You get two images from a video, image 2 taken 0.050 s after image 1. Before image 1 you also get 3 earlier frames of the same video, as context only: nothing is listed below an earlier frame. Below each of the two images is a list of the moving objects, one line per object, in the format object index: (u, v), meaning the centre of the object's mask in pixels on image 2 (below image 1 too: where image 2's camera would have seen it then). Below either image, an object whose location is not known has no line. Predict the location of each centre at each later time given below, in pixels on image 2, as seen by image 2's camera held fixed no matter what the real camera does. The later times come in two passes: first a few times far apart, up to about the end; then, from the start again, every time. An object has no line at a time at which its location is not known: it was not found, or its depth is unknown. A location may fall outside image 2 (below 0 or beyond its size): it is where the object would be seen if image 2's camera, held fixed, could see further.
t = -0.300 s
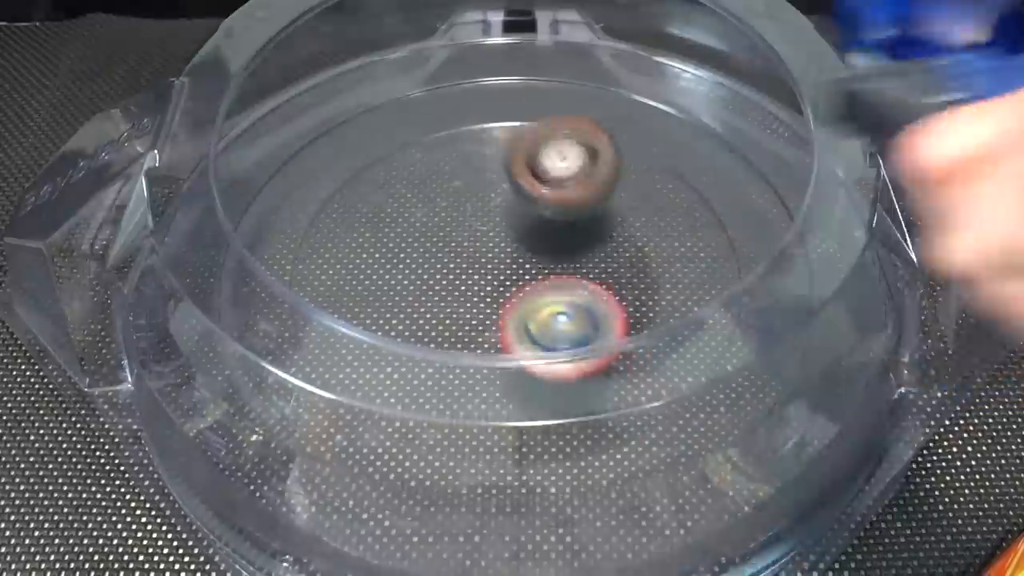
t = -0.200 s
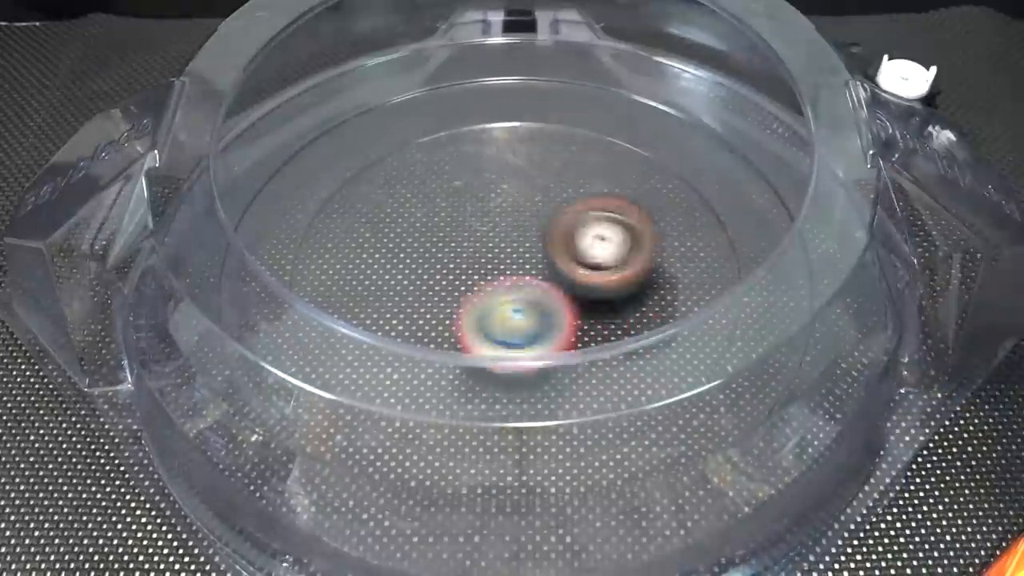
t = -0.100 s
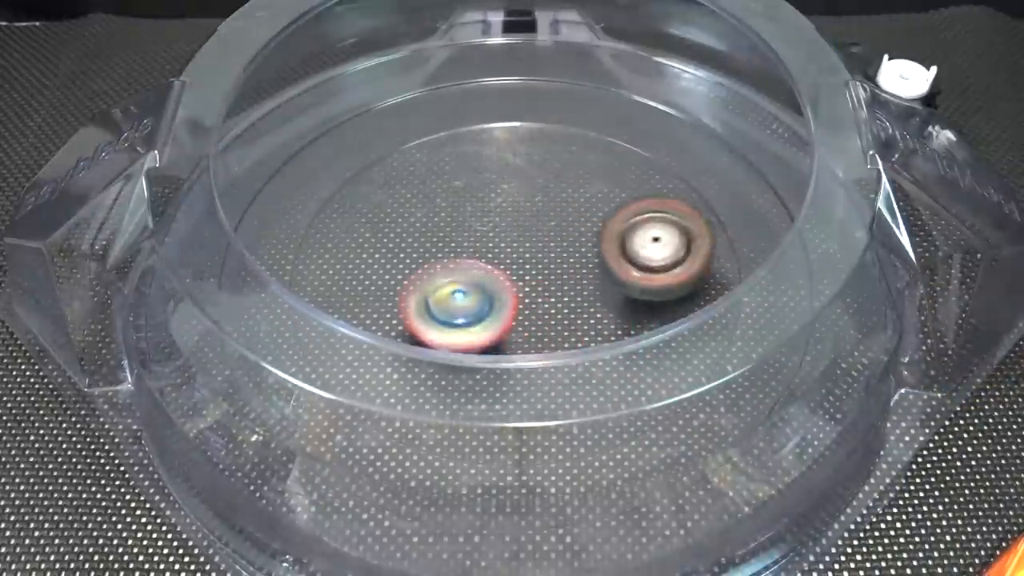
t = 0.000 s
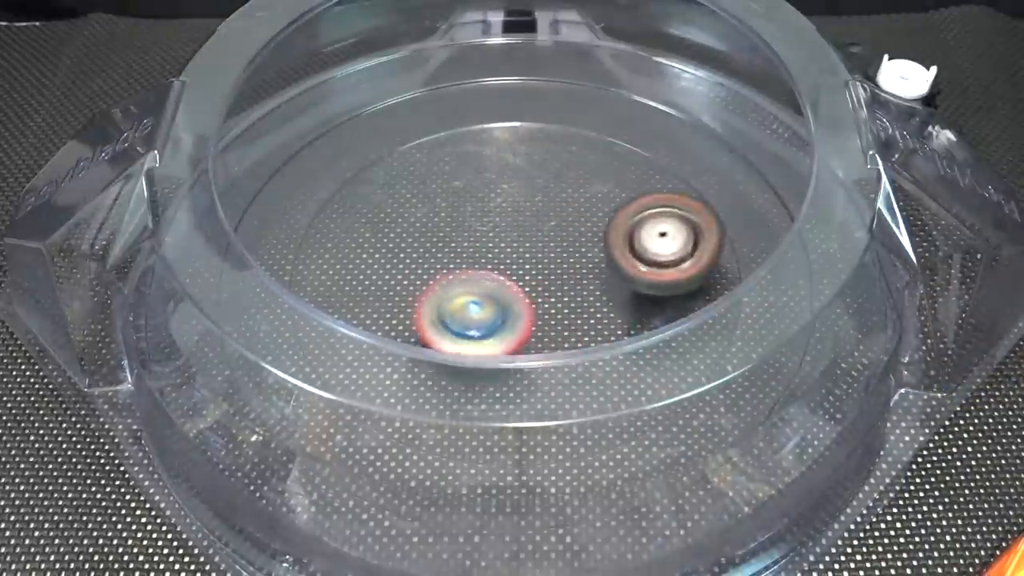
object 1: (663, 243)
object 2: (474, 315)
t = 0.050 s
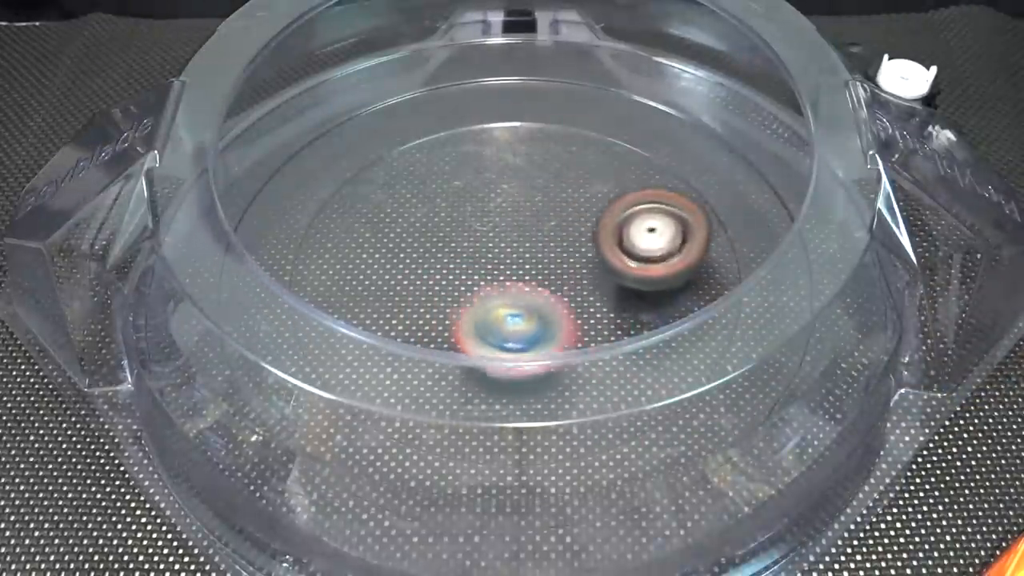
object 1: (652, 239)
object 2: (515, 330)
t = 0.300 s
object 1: (574, 100)
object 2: (607, 281)
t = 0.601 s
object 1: (468, 46)
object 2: (223, 214)
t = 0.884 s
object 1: (466, 108)
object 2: (257, 281)
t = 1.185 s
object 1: (512, 366)
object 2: (255, 323)
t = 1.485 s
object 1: (697, 330)
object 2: (451, 358)
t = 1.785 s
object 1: (682, 59)
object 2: (694, 148)
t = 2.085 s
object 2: (353, 246)
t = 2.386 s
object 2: (770, 337)
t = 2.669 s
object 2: (519, 94)
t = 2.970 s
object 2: (191, 321)
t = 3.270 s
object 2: (657, 360)
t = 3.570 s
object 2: (355, 61)
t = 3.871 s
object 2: (413, 278)
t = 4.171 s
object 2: (807, 266)
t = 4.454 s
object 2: (668, 172)
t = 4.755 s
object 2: (440, 346)
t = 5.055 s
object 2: (586, 478)
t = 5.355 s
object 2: (661, 430)
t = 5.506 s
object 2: (649, 458)
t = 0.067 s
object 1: (646, 237)
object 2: (532, 330)
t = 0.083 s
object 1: (641, 236)
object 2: (553, 328)
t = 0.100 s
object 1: (632, 234)
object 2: (573, 324)
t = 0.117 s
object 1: (628, 230)
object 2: (588, 320)
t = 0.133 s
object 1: (627, 215)
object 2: (595, 323)
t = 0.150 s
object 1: (627, 201)
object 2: (599, 325)
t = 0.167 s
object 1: (626, 185)
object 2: (604, 327)
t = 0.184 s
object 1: (622, 170)
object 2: (608, 326)
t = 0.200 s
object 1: (619, 157)
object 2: (611, 324)
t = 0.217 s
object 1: (614, 144)
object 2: (613, 320)
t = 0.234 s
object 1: (608, 133)
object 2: (615, 314)
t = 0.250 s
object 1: (601, 122)
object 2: (612, 305)
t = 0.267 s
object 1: (593, 113)
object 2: (612, 299)
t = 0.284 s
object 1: (584, 105)
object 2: (610, 291)
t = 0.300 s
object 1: (574, 100)
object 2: (607, 281)
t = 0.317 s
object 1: (564, 97)
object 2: (601, 266)
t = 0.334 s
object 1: (553, 94)
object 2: (593, 252)
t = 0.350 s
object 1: (544, 91)
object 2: (583, 238)
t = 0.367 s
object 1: (533, 89)
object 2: (569, 221)
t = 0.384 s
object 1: (525, 87)
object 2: (555, 207)
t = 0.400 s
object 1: (516, 85)
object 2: (538, 191)
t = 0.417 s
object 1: (510, 85)
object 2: (519, 177)
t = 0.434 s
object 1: (502, 82)
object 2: (499, 167)
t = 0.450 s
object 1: (497, 75)
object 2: (477, 165)
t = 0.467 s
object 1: (492, 65)
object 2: (448, 165)
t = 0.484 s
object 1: (488, 59)
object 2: (421, 166)
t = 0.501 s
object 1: (486, 54)
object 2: (392, 169)
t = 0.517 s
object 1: (482, 49)
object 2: (364, 173)
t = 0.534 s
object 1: (478, 47)
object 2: (336, 177)
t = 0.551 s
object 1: (475, 47)
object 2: (306, 183)
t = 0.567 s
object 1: (472, 46)
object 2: (279, 192)
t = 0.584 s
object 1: (470, 46)
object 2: (250, 204)
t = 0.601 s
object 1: (468, 46)
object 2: (223, 214)
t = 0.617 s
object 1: (466, 47)
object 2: (208, 224)
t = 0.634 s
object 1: (465, 46)
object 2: (191, 243)
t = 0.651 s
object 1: (462, 47)
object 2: (172, 265)
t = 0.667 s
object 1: (462, 48)
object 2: (155, 286)
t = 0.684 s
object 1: (462, 51)
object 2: (157, 291)
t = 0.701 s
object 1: (462, 51)
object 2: (173, 290)
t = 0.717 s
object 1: (461, 55)
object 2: (190, 287)
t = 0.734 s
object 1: (461, 61)
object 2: (203, 285)
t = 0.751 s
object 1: (461, 66)
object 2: (216, 284)
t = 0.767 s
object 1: (461, 70)
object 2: (230, 285)
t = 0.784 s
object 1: (460, 74)
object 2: (242, 284)
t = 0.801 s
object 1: (461, 78)
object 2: (247, 282)
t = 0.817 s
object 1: (462, 85)
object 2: (253, 280)
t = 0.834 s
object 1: (463, 88)
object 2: (256, 280)
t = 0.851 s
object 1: (463, 94)
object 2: (258, 280)
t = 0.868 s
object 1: (465, 99)
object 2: (258, 280)
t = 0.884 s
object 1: (466, 108)
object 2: (257, 281)
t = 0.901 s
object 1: (467, 117)
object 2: (255, 283)
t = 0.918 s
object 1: (468, 128)
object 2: (251, 285)
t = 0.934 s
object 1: (468, 139)
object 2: (248, 286)
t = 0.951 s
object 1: (468, 151)
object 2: (242, 288)
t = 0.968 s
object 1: (467, 165)
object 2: (237, 290)
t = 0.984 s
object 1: (468, 179)
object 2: (232, 291)
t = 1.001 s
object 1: (467, 196)
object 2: (227, 292)
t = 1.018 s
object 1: (467, 214)
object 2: (225, 294)
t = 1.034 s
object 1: (467, 231)
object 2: (225, 296)
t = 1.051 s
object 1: (466, 251)
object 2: (228, 301)
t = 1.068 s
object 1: (468, 267)
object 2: (232, 307)
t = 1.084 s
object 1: (470, 286)
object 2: (236, 312)
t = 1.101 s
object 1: (474, 301)
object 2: (240, 315)
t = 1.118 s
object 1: (480, 309)
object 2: (242, 318)
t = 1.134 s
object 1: (487, 317)
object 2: (246, 320)
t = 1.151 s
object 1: (493, 343)
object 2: (248, 321)
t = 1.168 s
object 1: (502, 351)
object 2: (251, 323)
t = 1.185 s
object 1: (512, 366)
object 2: (255, 323)
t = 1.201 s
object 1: (523, 372)
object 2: (258, 324)
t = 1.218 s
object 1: (533, 381)
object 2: (263, 324)
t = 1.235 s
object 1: (547, 393)
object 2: (266, 324)
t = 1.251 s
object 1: (561, 398)
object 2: (270, 324)
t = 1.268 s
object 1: (572, 403)
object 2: (273, 325)
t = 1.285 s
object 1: (583, 406)
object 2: (278, 324)
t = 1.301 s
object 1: (597, 408)
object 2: (285, 324)
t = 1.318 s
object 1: (612, 409)
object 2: (290, 324)
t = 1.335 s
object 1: (625, 407)
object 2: (298, 323)
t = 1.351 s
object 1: (638, 405)
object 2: (306, 324)
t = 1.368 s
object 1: (647, 400)
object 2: (316, 327)
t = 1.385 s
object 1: (659, 391)
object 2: (327, 329)
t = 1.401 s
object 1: (668, 384)
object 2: (343, 333)
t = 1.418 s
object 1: (675, 379)
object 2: (359, 337)
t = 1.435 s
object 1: (683, 365)
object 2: (380, 343)
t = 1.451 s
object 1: (688, 356)
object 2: (399, 348)
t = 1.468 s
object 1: (694, 344)
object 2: (424, 354)
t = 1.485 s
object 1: (697, 330)
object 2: (451, 358)
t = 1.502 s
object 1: (700, 319)
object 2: (484, 361)
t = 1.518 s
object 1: (702, 305)
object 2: (516, 362)
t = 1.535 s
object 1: (702, 295)
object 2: (550, 358)
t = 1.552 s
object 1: (700, 280)
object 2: (589, 349)
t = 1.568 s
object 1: (699, 264)
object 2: (617, 340)
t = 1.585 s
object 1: (708, 248)
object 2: (637, 331)
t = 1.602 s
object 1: (715, 228)
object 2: (654, 320)
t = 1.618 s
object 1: (719, 210)
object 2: (669, 307)
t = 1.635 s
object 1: (720, 186)
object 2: (682, 295)
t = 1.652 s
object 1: (718, 172)
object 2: (694, 279)
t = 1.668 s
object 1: (717, 159)
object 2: (702, 262)
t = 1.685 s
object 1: (716, 144)
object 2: (709, 246)
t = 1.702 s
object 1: (715, 129)
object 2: (714, 229)
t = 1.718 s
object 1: (712, 116)
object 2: (715, 210)
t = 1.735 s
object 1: (708, 99)
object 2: (714, 192)
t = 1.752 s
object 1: (700, 84)
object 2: (709, 174)
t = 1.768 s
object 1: (690, 69)
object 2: (702, 159)
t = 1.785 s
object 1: (682, 59)
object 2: (694, 148)
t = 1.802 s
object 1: (671, 53)
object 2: (684, 137)
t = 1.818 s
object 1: (647, 48)
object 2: (671, 136)
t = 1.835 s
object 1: (623, 48)
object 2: (659, 133)
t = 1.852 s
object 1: (592, 47)
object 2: (645, 134)
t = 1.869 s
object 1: (569, 49)
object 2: (631, 138)
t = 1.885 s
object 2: (616, 145)
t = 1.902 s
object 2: (598, 147)
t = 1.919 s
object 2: (579, 150)
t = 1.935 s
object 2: (557, 154)
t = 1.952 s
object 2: (535, 157)
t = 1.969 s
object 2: (511, 160)
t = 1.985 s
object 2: (485, 163)
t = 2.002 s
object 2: (459, 166)
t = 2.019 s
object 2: (428, 171)
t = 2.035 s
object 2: (398, 175)
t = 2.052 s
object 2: (372, 188)
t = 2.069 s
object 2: (363, 212)
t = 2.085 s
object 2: (353, 246)
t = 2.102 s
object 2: (349, 276)
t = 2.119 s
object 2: (345, 316)
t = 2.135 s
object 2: (348, 351)
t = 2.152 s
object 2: (360, 389)
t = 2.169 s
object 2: (372, 422)
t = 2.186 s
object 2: (388, 461)
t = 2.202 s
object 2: (407, 505)
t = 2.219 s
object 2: (436, 523)
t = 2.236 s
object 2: (478, 514)
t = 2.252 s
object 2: (515, 502)
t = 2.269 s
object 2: (555, 488)
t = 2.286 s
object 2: (594, 475)
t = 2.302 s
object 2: (630, 456)
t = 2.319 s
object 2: (661, 431)
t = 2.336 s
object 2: (692, 409)
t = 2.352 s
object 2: (721, 384)
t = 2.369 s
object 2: (746, 361)
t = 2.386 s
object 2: (770, 337)
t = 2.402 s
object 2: (790, 312)
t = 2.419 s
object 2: (805, 288)
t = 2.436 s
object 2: (817, 258)
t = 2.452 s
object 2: (818, 227)
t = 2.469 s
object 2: (820, 200)
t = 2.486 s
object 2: (821, 179)
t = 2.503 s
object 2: (816, 159)
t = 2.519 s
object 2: (779, 150)
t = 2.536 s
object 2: (754, 141)
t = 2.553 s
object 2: (724, 134)
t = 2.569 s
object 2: (694, 128)
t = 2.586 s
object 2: (665, 121)
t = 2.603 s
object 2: (638, 115)
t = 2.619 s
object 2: (609, 108)
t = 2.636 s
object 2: (582, 103)
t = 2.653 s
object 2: (551, 97)
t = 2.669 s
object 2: (519, 94)
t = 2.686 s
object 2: (488, 91)
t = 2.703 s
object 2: (457, 90)
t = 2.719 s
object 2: (428, 90)
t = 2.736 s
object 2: (400, 91)
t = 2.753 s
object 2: (374, 94)
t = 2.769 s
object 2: (343, 96)
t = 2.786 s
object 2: (319, 103)
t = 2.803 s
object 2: (295, 114)
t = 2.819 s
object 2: (272, 129)
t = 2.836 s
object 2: (251, 141)
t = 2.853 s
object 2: (236, 163)
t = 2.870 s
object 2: (224, 181)
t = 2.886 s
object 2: (212, 202)
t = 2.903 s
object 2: (206, 225)
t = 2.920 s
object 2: (195, 249)
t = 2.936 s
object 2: (185, 275)
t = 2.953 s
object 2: (179, 299)
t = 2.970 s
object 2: (191, 321)
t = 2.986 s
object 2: (220, 335)
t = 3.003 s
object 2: (245, 347)
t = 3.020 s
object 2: (276, 365)
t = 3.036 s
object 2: (307, 382)
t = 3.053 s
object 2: (339, 394)
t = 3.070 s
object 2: (373, 405)
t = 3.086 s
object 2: (410, 415)
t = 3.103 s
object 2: (447, 425)
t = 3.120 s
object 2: (483, 429)
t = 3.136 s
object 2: (527, 431)
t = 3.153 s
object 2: (569, 429)
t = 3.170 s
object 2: (619, 421)
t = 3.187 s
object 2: (656, 414)
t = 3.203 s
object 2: (664, 406)
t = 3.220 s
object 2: (668, 388)
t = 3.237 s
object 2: (670, 371)
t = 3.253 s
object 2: (667, 364)
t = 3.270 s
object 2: (657, 360)
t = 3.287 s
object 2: (642, 341)
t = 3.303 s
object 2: (625, 321)
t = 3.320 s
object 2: (611, 306)
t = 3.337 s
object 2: (596, 294)
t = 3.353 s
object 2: (584, 275)
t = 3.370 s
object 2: (571, 254)
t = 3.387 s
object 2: (559, 231)
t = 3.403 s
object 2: (544, 207)
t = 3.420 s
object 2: (530, 186)
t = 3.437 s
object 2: (512, 164)
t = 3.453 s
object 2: (493, 144)
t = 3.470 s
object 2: (474, 127)
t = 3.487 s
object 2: (453, 109)
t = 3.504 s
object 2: (433, 95)
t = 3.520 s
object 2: (415, 84)
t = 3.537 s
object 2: (394, 76)
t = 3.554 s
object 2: (375, 66)
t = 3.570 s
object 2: (355, 61)
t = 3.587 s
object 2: (345, 67)
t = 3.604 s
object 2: (341, 79)
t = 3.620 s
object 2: (341, 89)
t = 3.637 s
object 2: (339, 100)
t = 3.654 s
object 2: (337, 113)
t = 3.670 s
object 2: (340, 122)
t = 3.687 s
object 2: (343, 130)
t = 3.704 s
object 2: (348, 137)
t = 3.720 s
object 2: (353, 144)
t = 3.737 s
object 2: (360, 154)
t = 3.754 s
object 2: (367, 164)
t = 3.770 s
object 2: (373, 178)
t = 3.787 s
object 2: (379, 192)
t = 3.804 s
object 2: (384, 205)
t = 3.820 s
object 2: (390, 222)
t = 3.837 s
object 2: (394, 238)
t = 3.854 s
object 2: (402, 259)
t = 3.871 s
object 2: (413, 278)
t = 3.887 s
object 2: (427, 296)
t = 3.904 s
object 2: (443, 312)
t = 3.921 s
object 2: (463, 328)
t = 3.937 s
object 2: (489, 341)
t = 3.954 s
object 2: (513, 349)
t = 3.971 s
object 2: (541, 356)
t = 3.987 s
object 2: (570, 360)
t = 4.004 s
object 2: (598, 360)
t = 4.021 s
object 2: (625, 358)
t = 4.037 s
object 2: (650, 354)
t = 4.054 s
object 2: (675, 346)
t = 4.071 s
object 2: (699, 336)
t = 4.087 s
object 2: (722, 324)
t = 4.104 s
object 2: (740, 311)
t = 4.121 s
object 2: (757, 300)
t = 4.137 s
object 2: (774, 288)
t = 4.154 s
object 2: (790, 277)
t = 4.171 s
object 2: (807, 266)
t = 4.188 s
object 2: (812, 250)
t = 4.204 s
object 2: (810, 233)
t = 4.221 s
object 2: (809, 220)
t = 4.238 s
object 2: (809, 208)
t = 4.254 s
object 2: (810, 195)
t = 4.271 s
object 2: (811, 183)
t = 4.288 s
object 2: (813, 172)
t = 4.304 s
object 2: (812, 161)
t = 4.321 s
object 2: (802, 158)
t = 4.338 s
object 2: (782, 158)
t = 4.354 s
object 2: (763, 157)
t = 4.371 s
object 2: (751, 159)
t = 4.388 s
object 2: (734, 162)
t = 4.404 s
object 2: (717, 162)
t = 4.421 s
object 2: (700, 163)
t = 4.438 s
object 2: (682, 164)
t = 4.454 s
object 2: (668, 172)
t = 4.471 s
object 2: (655, 178)
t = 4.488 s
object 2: (640, 185)
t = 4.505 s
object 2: (627, 194)
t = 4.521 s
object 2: (614, 204)
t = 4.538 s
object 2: (600, 214)
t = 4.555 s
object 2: (585, 224)
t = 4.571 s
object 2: (568, 233)
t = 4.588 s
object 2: (551, 242)
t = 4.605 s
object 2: (534, 250)
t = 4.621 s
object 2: (517, 260)
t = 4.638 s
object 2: (502, 269)
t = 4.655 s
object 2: (487, 280)
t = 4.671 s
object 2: (474, 291)
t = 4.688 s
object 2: (462, 302)
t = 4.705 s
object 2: (455, 309)
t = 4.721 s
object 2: (447, 322)
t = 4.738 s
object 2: (442, 335)
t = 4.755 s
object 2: (440, 346)
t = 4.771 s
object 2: (440, 359)
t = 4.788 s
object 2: (441, 371)
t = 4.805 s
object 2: (444, 385)
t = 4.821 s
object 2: (450, 396)
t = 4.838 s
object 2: (459, 409)
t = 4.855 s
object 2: (472, 422)
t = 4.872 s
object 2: (486, 429)
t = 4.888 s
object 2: (503, 438)
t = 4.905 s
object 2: (517, 447)
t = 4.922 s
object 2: (530, 459)
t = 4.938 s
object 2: (539, 471)
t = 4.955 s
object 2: (547, 482)
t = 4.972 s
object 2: (554, 488)
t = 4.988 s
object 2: (562, 486)
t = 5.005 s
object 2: (569, 482)
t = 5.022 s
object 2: (574, 480)
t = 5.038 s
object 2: (582, 479)
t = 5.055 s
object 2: (586, 478)
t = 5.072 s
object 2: (588, 478)
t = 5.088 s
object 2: (590, 479)
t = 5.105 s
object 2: (592, 481)
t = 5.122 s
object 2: (594, 482)
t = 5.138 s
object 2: (597, 481)
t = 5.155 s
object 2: (600, 482)
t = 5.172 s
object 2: (610, 477)
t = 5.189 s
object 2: (616, 467)
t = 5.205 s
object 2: (624, 458)
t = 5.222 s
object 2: (632, 451)
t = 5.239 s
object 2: (638, 444)
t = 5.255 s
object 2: (643, 437)
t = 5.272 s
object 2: (647, 433)
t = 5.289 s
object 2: (651, 430)
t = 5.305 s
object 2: (656, 428)
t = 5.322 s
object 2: (658, 427)
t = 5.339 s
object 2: (660, 428)
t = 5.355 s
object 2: (661, 430)
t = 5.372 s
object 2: (662, 434)
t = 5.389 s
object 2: (664, 439)
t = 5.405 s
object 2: (664, 446)
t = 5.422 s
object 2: (663, 453)
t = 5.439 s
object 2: (661, 460)
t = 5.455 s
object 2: (659, 461)
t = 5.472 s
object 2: (656, 461)
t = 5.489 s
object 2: (654, 459)
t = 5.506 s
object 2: (649, 458)
